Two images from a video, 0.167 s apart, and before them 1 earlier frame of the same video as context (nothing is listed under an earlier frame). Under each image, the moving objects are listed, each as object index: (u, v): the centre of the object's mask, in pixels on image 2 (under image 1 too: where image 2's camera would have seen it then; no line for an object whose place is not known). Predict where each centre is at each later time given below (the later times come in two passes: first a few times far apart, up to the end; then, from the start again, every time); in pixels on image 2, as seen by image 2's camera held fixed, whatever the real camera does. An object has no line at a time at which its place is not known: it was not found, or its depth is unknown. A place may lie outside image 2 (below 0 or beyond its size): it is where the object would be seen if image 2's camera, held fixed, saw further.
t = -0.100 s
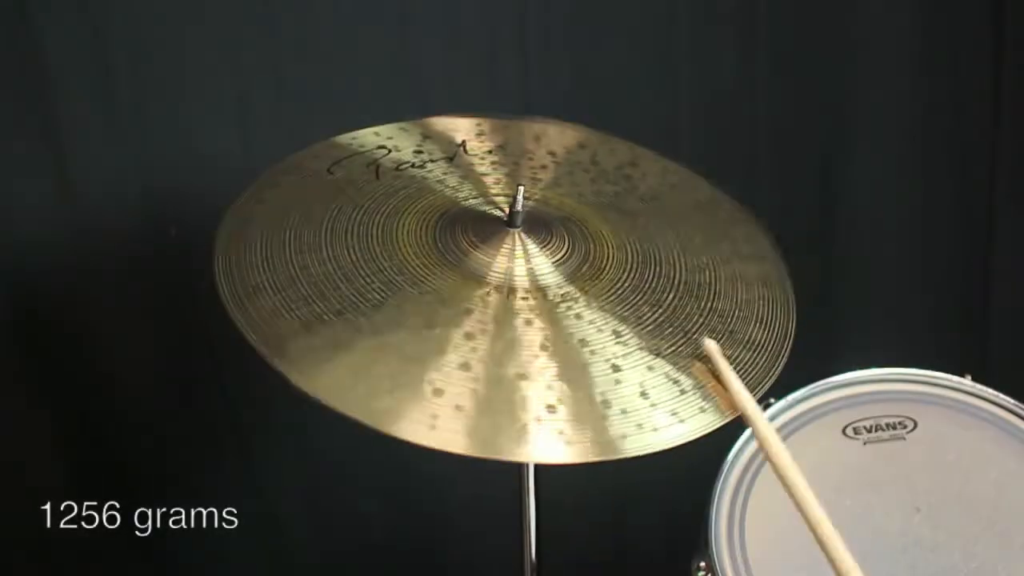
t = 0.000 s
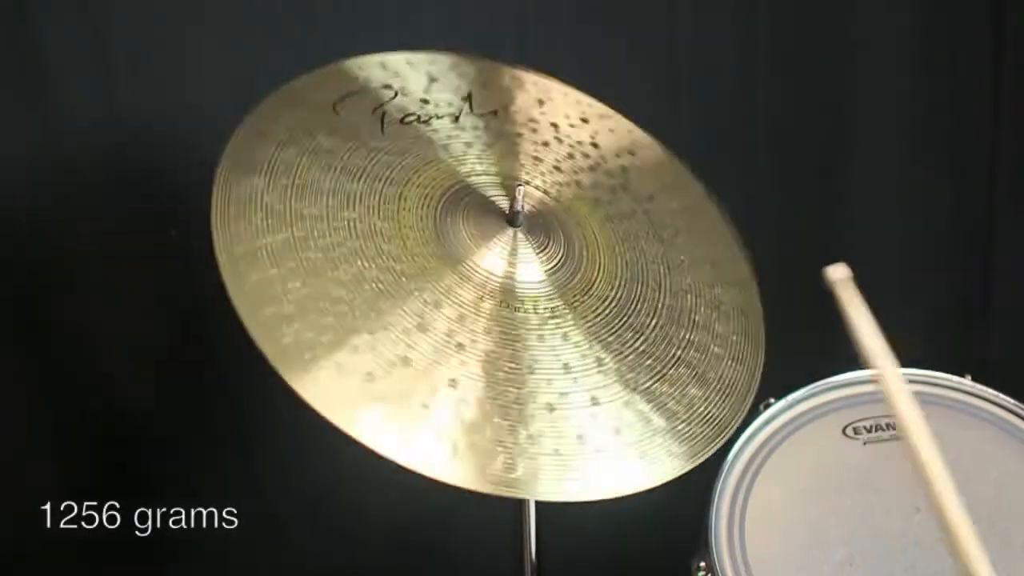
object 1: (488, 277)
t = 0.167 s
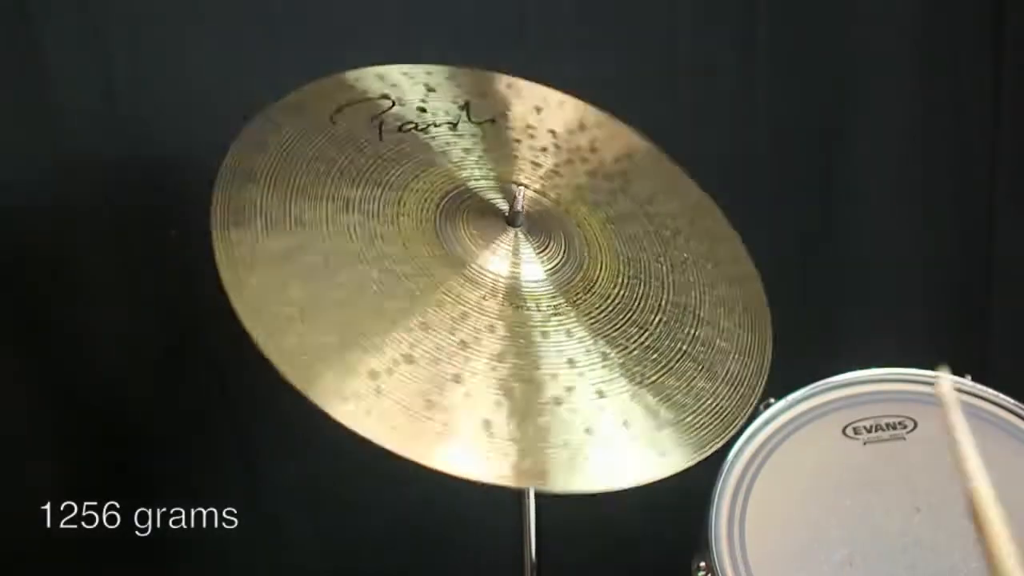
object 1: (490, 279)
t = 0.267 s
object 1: (504, 285)
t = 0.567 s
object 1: (519, 285)
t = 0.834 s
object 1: (493, 281)
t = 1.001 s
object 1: (503, 286)
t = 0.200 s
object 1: (494, 282)
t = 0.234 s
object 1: (501, 284)
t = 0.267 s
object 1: (504, 285)
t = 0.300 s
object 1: (513, 284)
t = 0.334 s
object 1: (515, 283)
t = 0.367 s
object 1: (518, 280)
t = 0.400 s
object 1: (523, 279)
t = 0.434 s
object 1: (517, 278)
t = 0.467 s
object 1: (521, 279)
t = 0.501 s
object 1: (520, 280)
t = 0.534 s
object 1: (522, 282)
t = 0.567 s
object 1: (519, 285)
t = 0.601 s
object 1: (512, 285)
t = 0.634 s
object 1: (512, 288)
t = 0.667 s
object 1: (506, 287)
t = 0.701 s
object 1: (502, 285)
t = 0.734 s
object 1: (499, 284)
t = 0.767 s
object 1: (495, 282)
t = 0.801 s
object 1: (495, 281)
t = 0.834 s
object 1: (493, 281)
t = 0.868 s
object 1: (493, 280)
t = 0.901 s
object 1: (496, 283)
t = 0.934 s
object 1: (496, 283)
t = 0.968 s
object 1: (501, 284)
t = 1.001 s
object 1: (503, 286)
